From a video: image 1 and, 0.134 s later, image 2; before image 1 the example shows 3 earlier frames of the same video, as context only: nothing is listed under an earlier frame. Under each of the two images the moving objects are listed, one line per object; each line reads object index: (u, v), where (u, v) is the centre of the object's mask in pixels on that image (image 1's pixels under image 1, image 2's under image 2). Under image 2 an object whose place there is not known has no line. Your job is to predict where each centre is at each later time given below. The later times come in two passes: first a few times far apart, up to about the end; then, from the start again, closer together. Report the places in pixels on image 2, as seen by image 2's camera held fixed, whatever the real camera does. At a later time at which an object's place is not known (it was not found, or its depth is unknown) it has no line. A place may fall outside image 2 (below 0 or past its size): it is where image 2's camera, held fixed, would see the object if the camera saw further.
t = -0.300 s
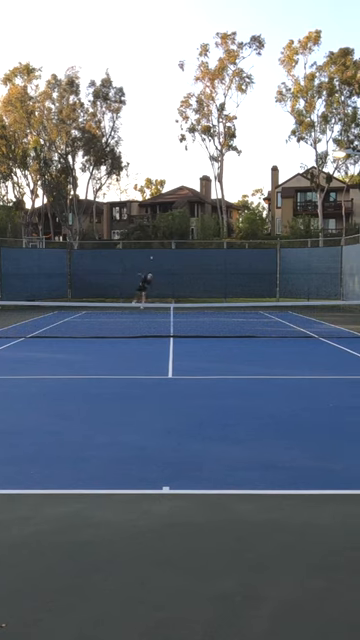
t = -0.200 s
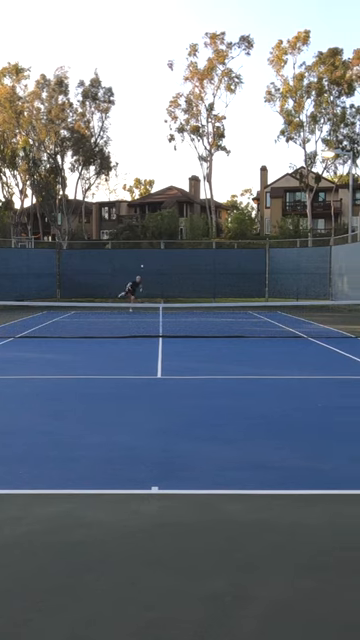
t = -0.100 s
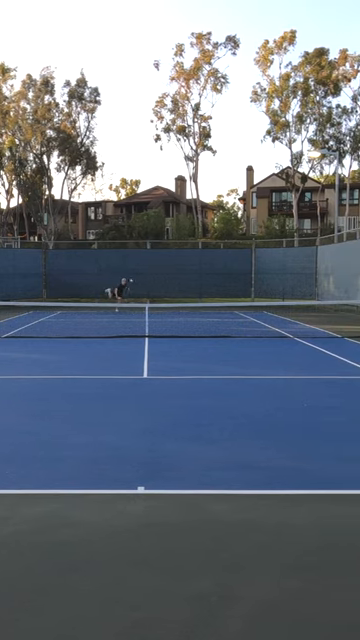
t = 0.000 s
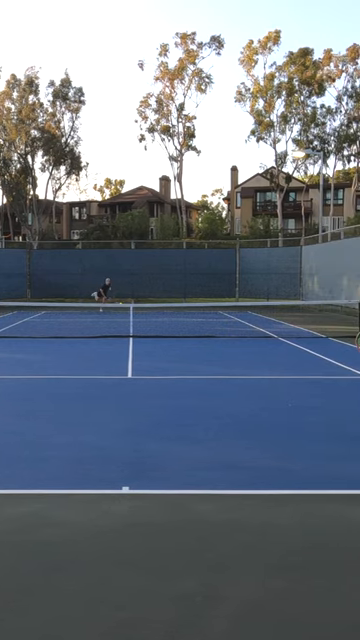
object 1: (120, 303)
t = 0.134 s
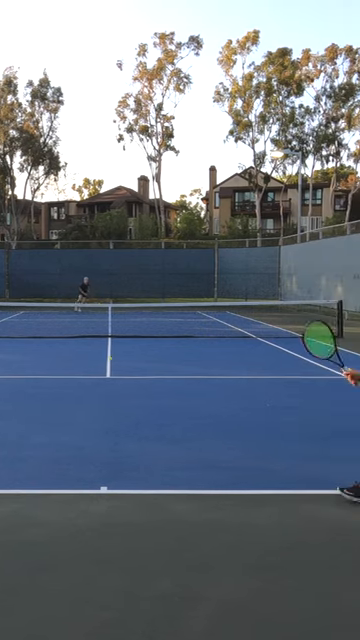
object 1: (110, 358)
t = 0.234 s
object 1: (119, 350)
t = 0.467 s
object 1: (162, 317)
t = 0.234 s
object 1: (119, 350)
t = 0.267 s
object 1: (122, 343)
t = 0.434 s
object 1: (153, 320)
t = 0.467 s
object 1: (162, 317)
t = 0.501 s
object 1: (173, 315)
